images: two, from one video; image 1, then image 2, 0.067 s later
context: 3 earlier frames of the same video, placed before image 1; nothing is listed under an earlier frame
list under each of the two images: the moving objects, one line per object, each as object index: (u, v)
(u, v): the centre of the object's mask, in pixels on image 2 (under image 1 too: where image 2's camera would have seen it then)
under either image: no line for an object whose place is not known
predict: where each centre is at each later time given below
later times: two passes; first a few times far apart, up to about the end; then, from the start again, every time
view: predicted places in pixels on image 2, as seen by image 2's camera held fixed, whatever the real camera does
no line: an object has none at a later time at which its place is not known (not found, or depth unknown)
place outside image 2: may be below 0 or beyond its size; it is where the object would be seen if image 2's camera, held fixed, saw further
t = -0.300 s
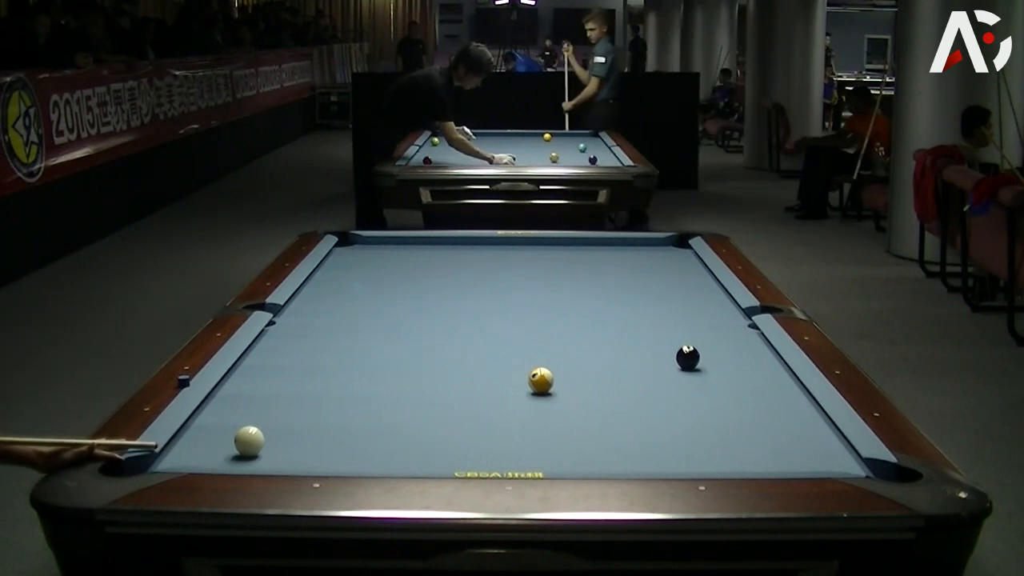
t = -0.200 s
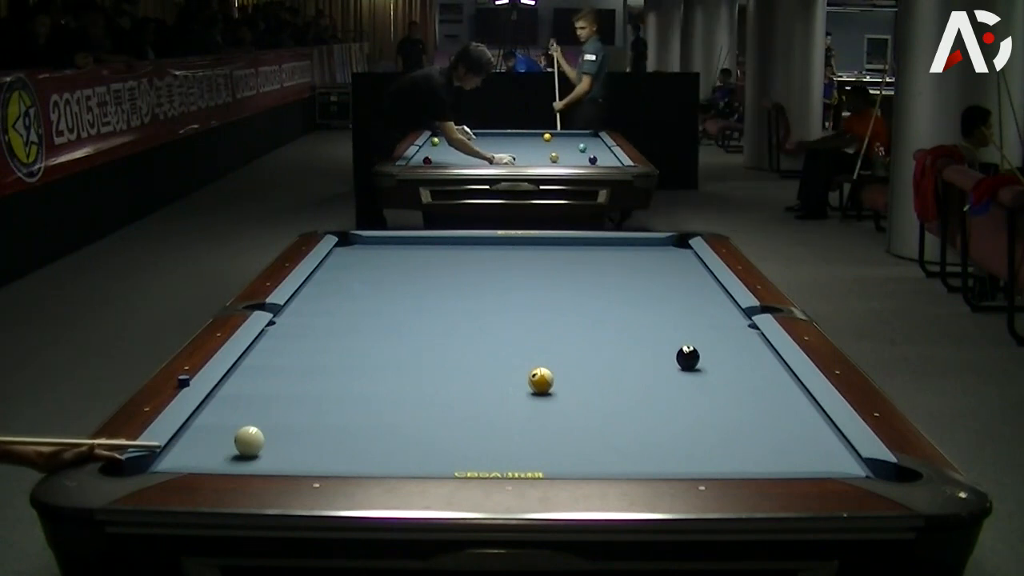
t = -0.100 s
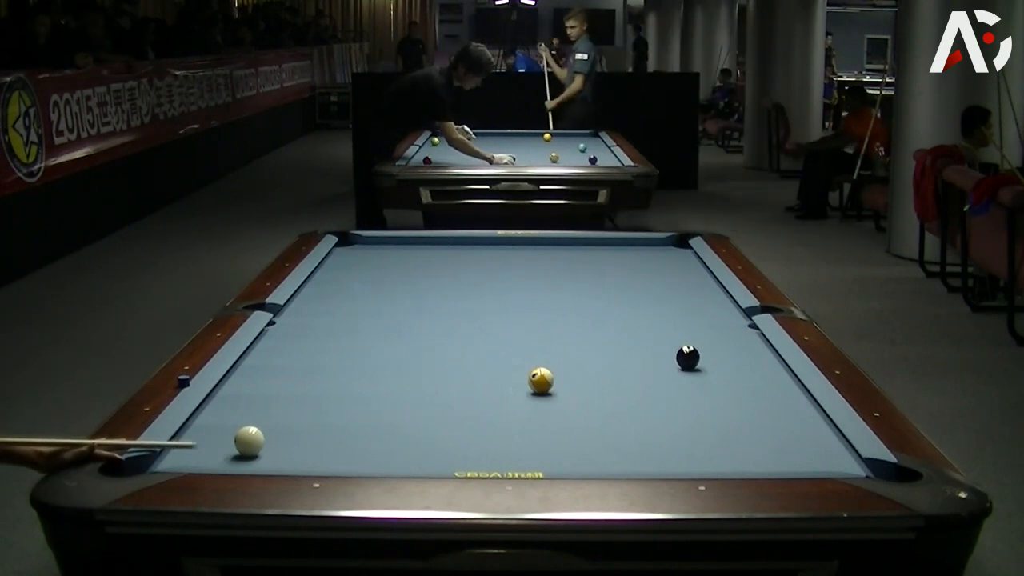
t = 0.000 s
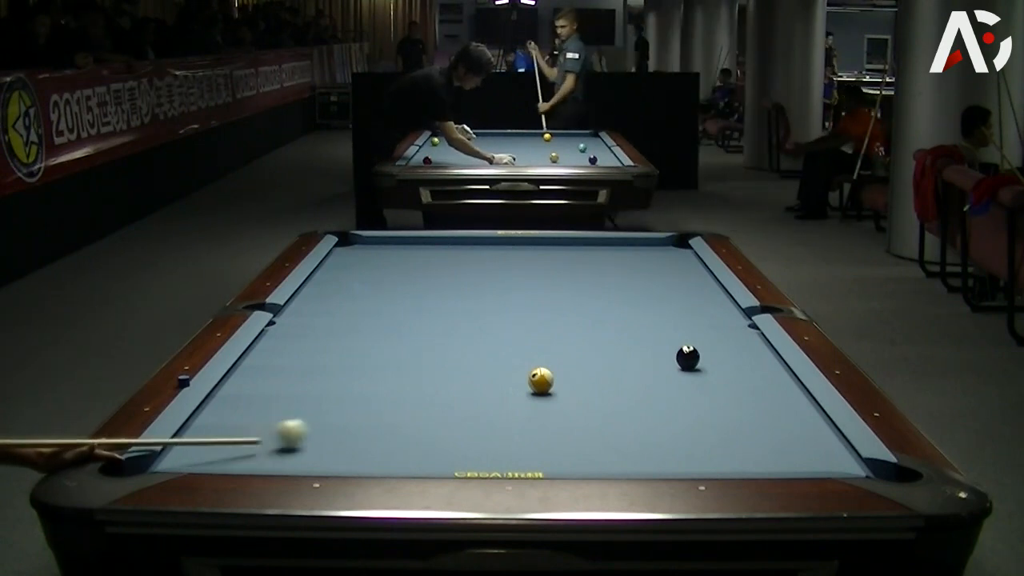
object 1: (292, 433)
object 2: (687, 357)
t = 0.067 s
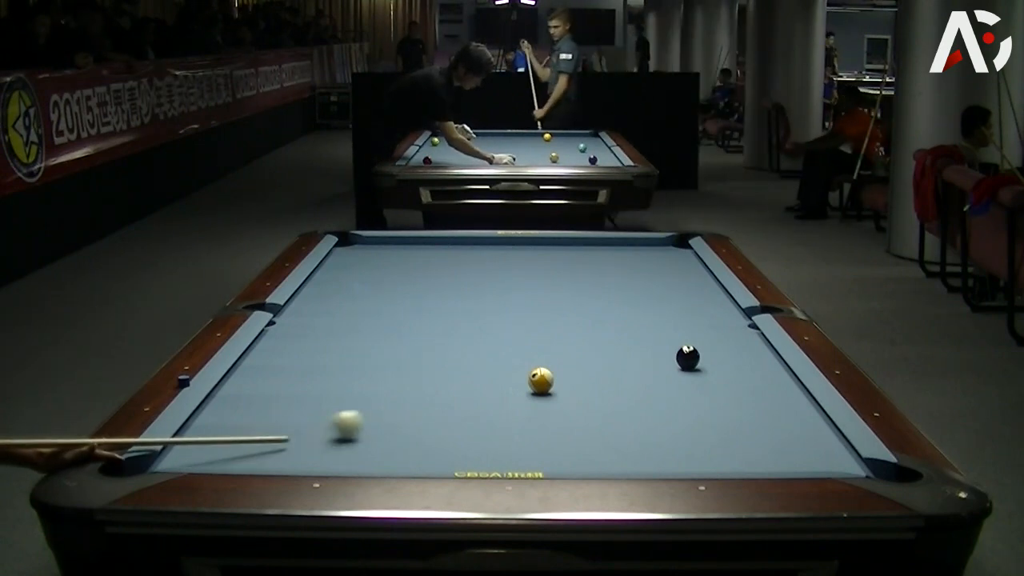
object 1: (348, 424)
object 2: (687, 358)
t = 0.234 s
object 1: (461, 405)
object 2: (688, 357)
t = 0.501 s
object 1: (590, 382)
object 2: (688, 357)
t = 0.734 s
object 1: (687, 365)
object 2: (689, 350)
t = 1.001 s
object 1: (762, 361)
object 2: (688, 345)
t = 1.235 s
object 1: (712, 359)
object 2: (688, 336)
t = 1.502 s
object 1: (659, 357)
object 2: (687, 327)
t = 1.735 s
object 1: (616, 355)
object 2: (687, 320)
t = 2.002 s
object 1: (568, 353)
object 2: (685, 312)
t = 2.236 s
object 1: (529, 351)
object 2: (683, 306)
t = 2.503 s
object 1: (486, 349)
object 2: (681, 300)
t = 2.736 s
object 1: (451, 347)
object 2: (678, 295)
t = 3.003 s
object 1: (415, 345)
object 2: (675, 291)
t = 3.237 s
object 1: (384, 344)
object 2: (673, 287)
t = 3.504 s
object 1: (353, 342)
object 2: (670, 283)
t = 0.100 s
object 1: (373, 421)
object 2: (688, 357)
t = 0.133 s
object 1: (397, 417)
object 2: (688, 357)
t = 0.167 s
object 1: (419, 412)
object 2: (688, 357)
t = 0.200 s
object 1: (441, 409)
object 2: (688, 357)
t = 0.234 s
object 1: (461, 405)
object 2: (688, 357)
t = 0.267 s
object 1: (479, 402)
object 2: (688, 357)
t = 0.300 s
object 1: (497, 399)
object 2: (688, 357)
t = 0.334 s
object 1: (513, 396)
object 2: (688, 357)
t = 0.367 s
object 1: (529, 394)
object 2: (688, 357)
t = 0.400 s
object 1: (545, 390)
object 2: (688, 357)
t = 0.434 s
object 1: (560, 387)
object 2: (688, 357)
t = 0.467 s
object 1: (575, 385)
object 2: (688, 358)
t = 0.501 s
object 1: (590, 382)
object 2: (688, 357)
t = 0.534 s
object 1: (605, 380)
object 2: (688, 357)
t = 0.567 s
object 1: (619, 377)
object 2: (688, 357)
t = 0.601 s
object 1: (633, 375)
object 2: (688, 357)
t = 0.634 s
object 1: (646, 372)
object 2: (688, 357)
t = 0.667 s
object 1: (660, 370)
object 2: (688, 357)
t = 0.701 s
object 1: (673, 367)
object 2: (690, 356)
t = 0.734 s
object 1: (687, 365)
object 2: (689, 350)
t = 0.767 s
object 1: (699, 363)
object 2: (685, 353)
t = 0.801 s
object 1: (712, 364)
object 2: (688, 354)
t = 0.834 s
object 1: (725, 363)
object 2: (687, 352)
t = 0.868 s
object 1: (737, 363)
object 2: (688, 350)
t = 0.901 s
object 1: (749, 362)
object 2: (688, 349)
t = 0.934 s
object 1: (762, 362)
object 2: (688, 348)
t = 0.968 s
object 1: (770, 361)
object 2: (688, 346)
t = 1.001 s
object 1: (762, 361)
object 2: (688, 345)
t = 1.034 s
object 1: (754, 361)
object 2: (688, 344)
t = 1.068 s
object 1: (746, 360)
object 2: (688, 342)
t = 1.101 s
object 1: (739, 360)
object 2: (688, 341)
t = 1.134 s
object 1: (732, 360)
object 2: (688, 340)
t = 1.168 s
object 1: (725, 360)
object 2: (688, 338)
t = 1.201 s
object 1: (719, 359)
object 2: (688, 337)
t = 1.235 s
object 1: (712, 359)
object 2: (688, 336)
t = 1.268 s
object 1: (705, 359)
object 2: (688, 335)
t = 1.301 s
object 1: (699, 358)
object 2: (688, 333)
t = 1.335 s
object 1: (692, 358)
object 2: (688, 332)
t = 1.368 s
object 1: (686, 358)
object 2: (688, 331)
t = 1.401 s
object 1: (679, 358)
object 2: (688, 330)
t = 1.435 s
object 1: (672, 358)
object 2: (687, 329)
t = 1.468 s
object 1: (666, 357)
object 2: (687, 328)
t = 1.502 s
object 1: (659, 357)
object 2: (687, 327)
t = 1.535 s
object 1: (653, 357)
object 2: (687, 326)
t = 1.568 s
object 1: (647, 357)
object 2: (687, 325)
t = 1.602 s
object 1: (640, 357)
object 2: (687, 324)
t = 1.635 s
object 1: (634, 356)
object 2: (687, 323)
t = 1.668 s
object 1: (628, 356)
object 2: (687, 321)
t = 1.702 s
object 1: (622, 356)
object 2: (687, 321)
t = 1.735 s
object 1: (616, 355)
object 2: (687, 320)
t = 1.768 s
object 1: (609, 355)
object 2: (687, 319)
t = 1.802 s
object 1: (603, 355)
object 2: (687, 317)
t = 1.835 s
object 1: (597, 355)
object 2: (686, 316)
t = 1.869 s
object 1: (592, 354)
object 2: (686, 316)
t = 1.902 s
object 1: (585, 354)
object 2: (686, 315)
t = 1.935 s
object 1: (580, 354)
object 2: (686, 314)
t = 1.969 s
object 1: (574, 353)
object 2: (685, 313)
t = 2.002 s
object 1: (568, 353)
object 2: (685, 312)
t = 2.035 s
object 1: (562, 353)
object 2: (685, 311)
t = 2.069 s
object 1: (557, 352)
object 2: (685, 310)
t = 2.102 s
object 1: (551, 352)
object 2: (685, 309)
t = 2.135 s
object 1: (545, 352)
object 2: (684, 309)
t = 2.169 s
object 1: (540, 351)
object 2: (684, 308)
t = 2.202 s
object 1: (534, 351)
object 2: (684, 307)
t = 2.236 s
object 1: (529, 351)
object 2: (683, 306)
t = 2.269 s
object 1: (523, 351)
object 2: (683, 305)
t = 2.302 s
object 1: (518, 350)
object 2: (683, 304)
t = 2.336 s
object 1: (512, 350)
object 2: (682, 304)
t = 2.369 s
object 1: (507, 350)
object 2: (682, 303)
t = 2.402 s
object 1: (502, 350)
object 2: (682, 302)
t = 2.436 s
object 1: (496, 350)
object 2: (681, 301)
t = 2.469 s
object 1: (491, 349)
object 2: (681, 301)
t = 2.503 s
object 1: (486, 349)
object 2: (681, 300)
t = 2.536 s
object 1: (481, 349)
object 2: (680, 299)
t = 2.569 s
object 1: (476, 349)
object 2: (680, 299)
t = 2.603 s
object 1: (471, 348)
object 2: (680, 298)
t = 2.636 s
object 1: (466, 348)
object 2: (679, 297)
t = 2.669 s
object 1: (461, 348)
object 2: (679, 296)
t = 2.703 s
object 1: (456, 348)
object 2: (679, 296)
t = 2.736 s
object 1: (451, 347)
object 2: (678, 295)
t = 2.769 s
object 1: (447, 347)
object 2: (678, 295)
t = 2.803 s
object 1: (442, 347)
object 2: (678, 294)
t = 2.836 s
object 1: (437, 347)
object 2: (677, 293)
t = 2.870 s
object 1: (433, 346)
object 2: (677, 293)
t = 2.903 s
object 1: (428, 346)
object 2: (676, 292)
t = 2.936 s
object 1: (424, 346)
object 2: (676, 291)
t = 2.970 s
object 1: (419, 346)
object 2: (676, 291)
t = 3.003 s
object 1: (415, 345)
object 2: (675, 291)
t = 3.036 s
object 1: (410, 345)
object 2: (675, 290)
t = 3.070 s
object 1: (406, 345)
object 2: (675, 289)
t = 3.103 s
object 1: (402, 345)
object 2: (674, 289)
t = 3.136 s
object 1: (397, 345)
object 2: (674, 288)
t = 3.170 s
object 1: (393, 344)
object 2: (673, 288)
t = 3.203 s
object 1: (389, 344)
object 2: (673, 287)
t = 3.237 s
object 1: (384, 344)
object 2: (673, 287)
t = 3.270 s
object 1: (381, 343)
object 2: (672, 286)
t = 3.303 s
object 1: (376, 343)
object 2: (672, 286)
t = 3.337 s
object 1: (372, 343)
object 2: (672, 285)
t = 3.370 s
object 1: (368, 343)
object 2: (671, 285)
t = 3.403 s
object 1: (364, 343)
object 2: (671, 284)
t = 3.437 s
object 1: (360, 342)
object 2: (671, 284)
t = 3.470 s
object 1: (357, 342)
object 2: (670, 283)
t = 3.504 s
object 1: (353, 342)
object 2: (670, 283)
